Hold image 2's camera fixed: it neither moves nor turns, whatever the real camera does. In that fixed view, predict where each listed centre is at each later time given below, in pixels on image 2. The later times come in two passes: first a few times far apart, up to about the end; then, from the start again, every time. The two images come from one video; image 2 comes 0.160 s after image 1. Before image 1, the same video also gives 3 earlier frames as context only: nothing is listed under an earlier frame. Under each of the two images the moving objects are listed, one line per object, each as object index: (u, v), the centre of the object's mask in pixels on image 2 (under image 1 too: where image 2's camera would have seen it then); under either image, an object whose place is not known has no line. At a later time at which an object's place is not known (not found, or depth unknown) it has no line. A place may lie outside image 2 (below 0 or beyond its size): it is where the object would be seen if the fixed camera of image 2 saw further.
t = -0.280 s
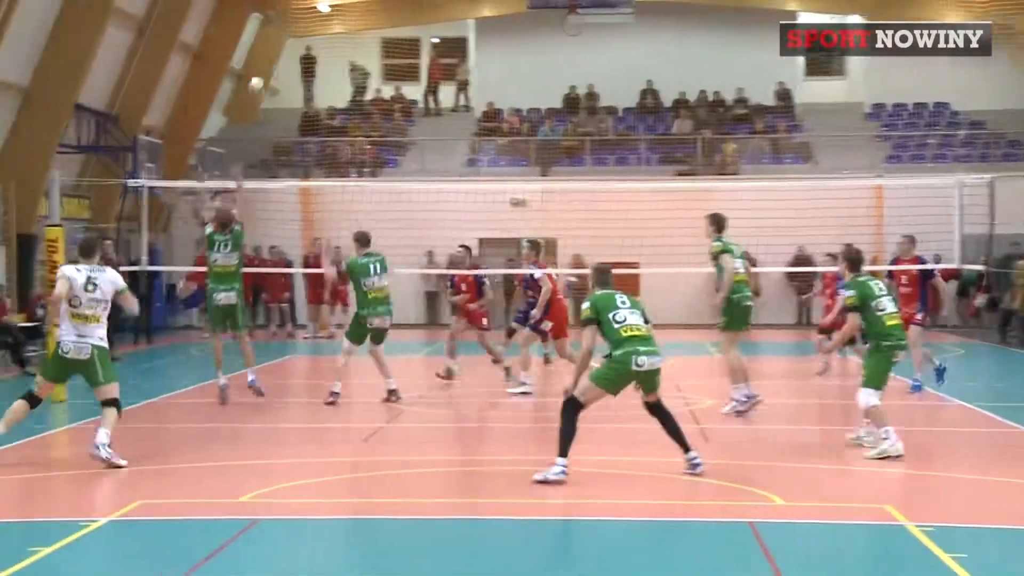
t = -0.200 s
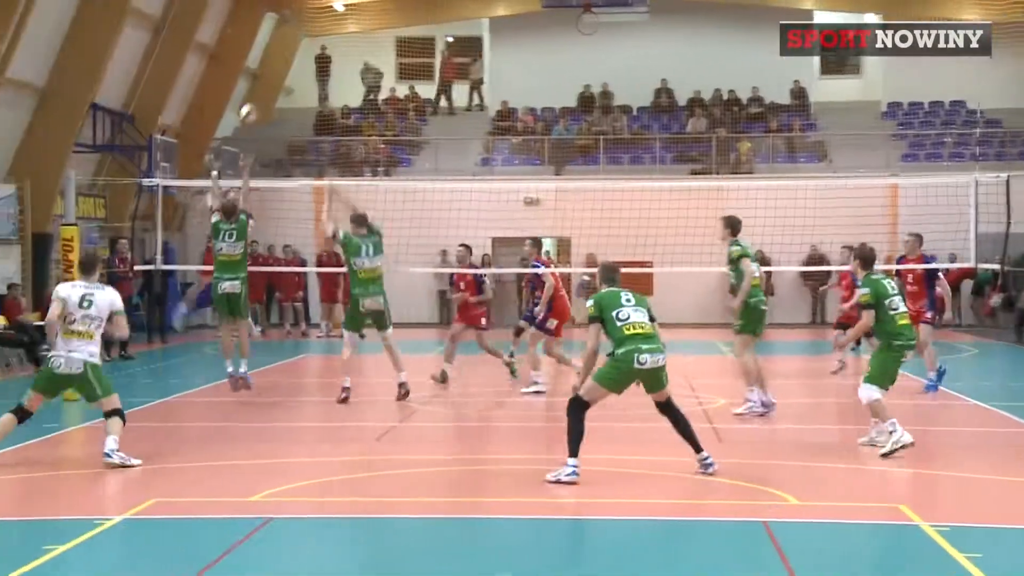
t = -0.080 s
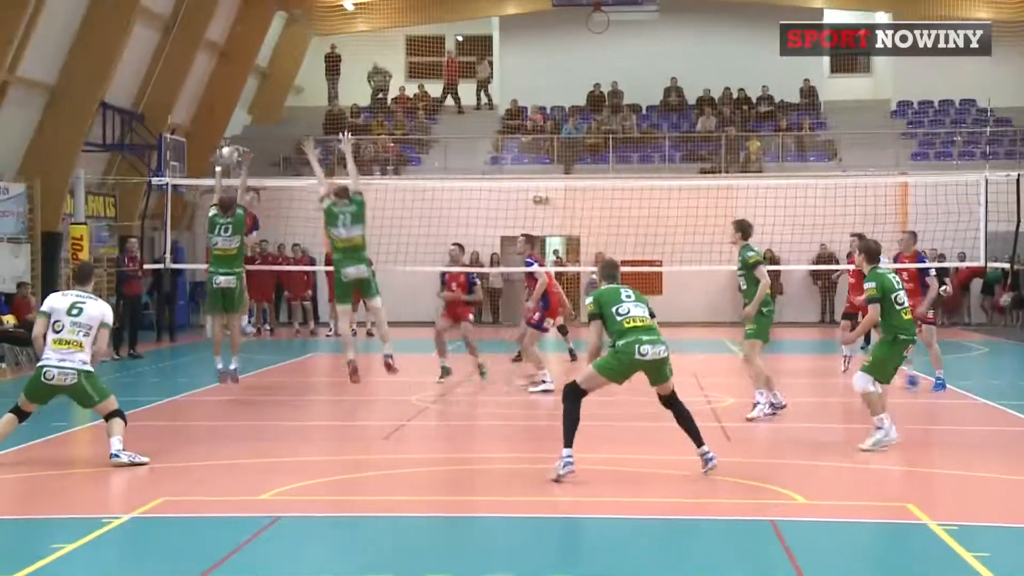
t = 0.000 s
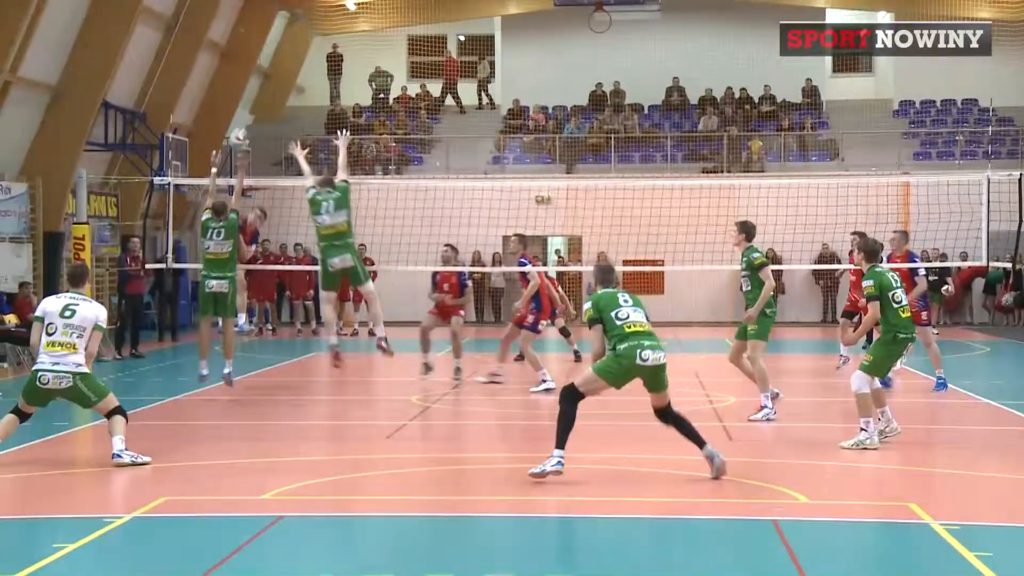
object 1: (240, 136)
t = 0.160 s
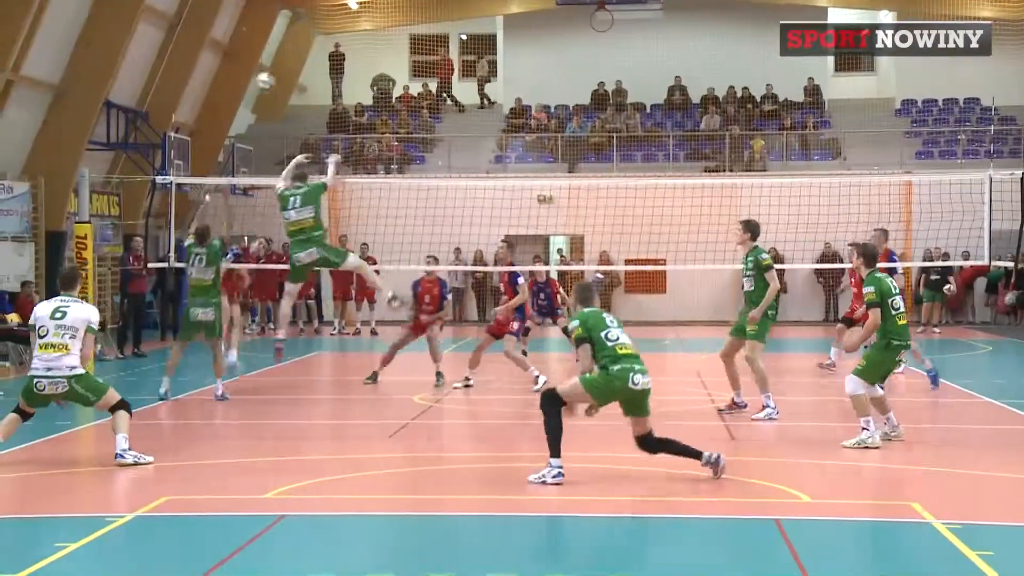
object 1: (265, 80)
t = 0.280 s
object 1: (282, 54)
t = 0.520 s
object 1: (319, 39)
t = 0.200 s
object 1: (270, 71)
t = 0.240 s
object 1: (275, 61)
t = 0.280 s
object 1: (282, 54)
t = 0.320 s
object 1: (288, 48)
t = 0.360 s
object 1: (295, 43)
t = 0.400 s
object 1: (300, 39)
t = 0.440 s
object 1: (307, 36)
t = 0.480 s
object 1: (312, 38)
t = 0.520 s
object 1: (319, 39)
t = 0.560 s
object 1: (325, 41)
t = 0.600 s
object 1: (330, 45)
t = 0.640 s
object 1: (337, 50)
